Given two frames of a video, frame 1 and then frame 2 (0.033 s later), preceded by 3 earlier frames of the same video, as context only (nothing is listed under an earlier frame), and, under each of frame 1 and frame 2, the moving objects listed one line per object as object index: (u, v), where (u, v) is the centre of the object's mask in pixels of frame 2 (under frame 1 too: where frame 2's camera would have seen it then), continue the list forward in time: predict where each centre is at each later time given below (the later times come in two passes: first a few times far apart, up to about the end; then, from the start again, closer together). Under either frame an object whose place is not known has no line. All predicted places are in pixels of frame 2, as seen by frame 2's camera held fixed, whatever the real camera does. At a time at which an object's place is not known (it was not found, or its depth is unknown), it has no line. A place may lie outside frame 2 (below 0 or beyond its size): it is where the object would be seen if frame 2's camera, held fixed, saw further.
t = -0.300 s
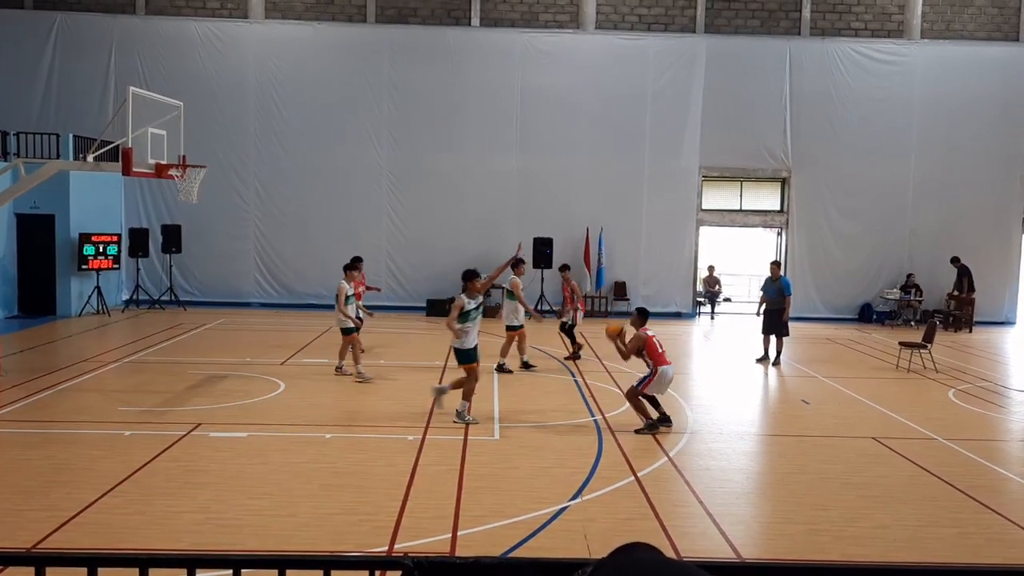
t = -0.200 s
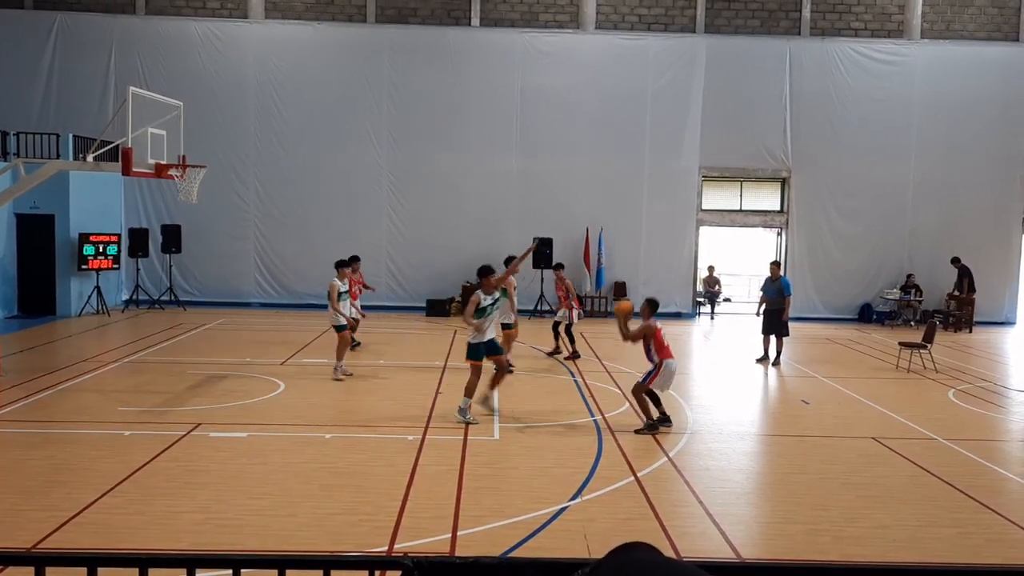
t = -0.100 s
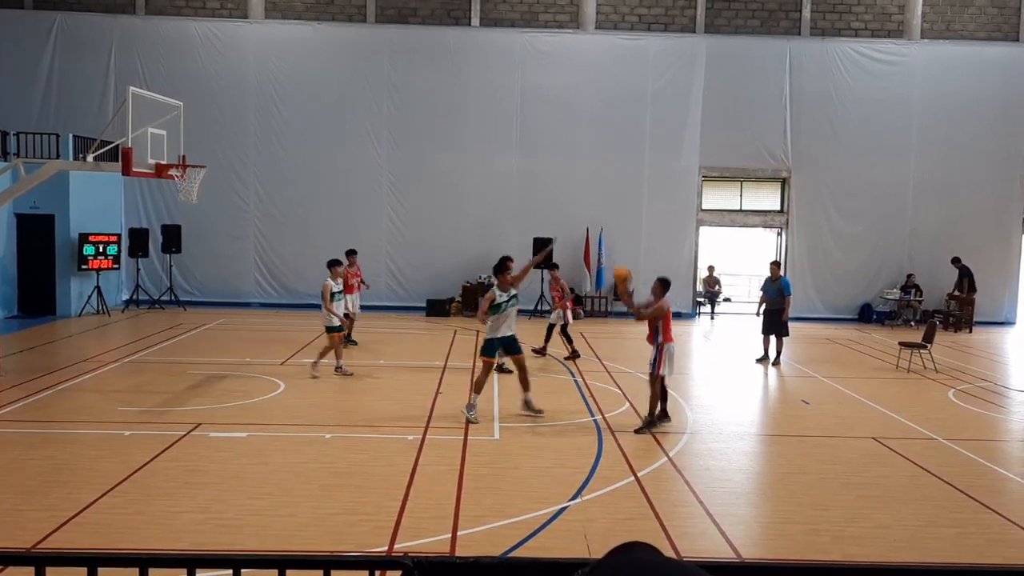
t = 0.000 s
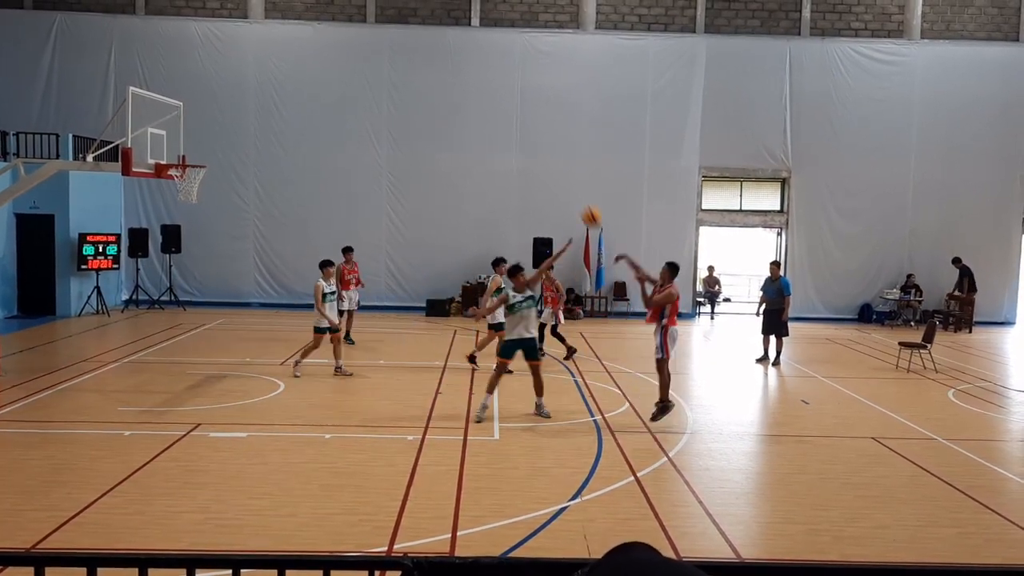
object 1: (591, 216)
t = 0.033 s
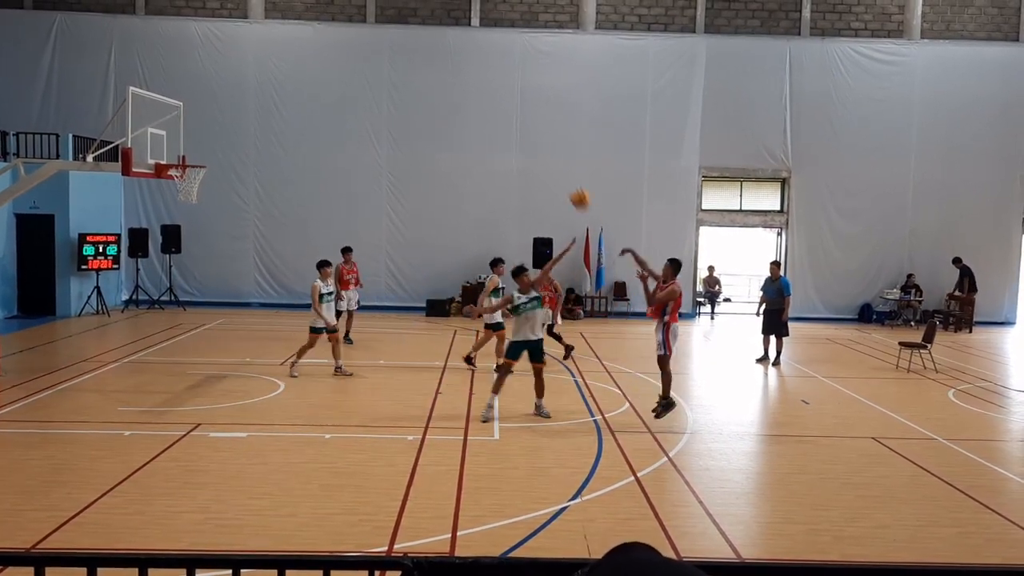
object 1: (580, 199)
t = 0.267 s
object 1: (501, 97)
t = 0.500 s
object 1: (424, 39)
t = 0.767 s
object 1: (338, 28)
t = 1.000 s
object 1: (265, 65)
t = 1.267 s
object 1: (187, 156)
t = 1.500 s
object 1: (156, 115)
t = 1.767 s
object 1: (119, 112)
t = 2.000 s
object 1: (84, 160)
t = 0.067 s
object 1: (568, 182)
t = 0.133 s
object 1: (545, 149)
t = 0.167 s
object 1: (534, 135)
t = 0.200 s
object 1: (523, 122)
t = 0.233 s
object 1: (512, 109)
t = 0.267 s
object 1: (501, 97)
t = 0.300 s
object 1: (490, 86)
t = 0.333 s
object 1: (478, 75)
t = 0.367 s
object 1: (468, 67)
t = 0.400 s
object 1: (456, 58)
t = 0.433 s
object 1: (446, 51)
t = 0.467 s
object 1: (435, 45)
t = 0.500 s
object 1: (424, 39)
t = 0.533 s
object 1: (413, 34)
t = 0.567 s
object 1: (401, 31)
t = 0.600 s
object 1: (390, 28)
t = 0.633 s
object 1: (380, 26)
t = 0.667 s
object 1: (370, 25)
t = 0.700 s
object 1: (359, 26)
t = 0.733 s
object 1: (348, 26)
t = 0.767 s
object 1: (338, 28)
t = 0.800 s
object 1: (327, 31)
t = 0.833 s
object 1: (316, 35)
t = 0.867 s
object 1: (306, 39)
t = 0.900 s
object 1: (296, 44)
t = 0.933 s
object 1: (286, 50)
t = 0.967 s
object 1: (276, 58)
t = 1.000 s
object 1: (265, 65)
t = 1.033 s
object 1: (255, 74)
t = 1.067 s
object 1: (246, 83)
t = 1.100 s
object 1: (236, 93)
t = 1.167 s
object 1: (216, 115)
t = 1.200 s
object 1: (206, 128)
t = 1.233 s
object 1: (197, 142)
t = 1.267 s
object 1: (187, 156)
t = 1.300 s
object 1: (183, 154)
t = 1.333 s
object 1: (177, 145)
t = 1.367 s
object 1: (174, 137)
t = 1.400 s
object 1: (169, 130)
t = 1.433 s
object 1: (165, 124)
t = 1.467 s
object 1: (161, 120)
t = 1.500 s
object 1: (156, 115)
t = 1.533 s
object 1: (151, 112)
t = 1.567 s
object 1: (147, 109)
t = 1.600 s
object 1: (142, 107)
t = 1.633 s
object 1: (138, 106)
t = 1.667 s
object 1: (133, 107)
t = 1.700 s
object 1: (128, 108)
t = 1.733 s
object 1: (123, 109)
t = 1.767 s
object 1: (119, 112)
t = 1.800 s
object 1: (114, 116)
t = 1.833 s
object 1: (109, 121)
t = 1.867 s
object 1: (104, 126)
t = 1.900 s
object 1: (99, 133)
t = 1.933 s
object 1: (94, 141)
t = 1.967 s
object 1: (90, 149)
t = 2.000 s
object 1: (84, 160)
